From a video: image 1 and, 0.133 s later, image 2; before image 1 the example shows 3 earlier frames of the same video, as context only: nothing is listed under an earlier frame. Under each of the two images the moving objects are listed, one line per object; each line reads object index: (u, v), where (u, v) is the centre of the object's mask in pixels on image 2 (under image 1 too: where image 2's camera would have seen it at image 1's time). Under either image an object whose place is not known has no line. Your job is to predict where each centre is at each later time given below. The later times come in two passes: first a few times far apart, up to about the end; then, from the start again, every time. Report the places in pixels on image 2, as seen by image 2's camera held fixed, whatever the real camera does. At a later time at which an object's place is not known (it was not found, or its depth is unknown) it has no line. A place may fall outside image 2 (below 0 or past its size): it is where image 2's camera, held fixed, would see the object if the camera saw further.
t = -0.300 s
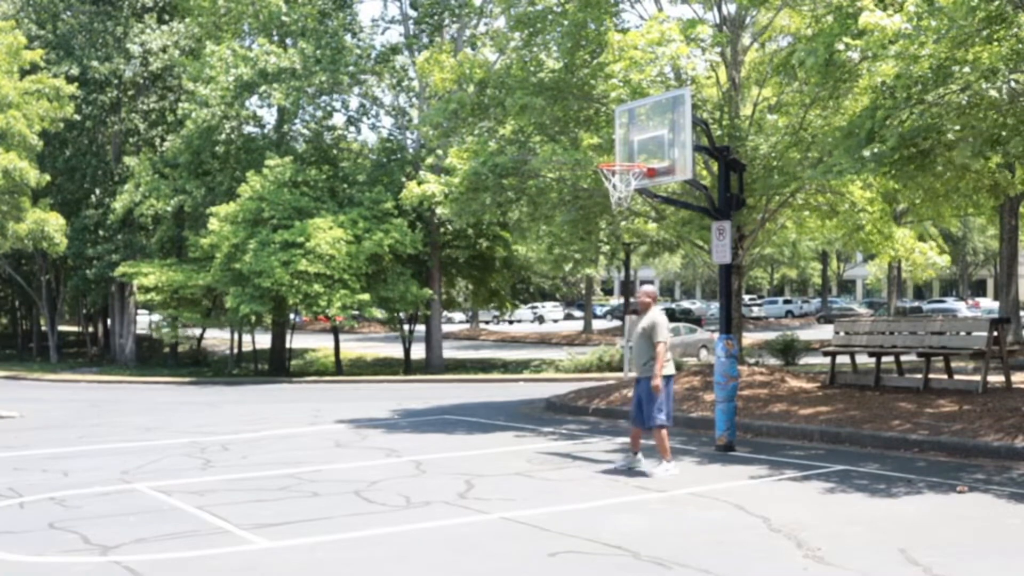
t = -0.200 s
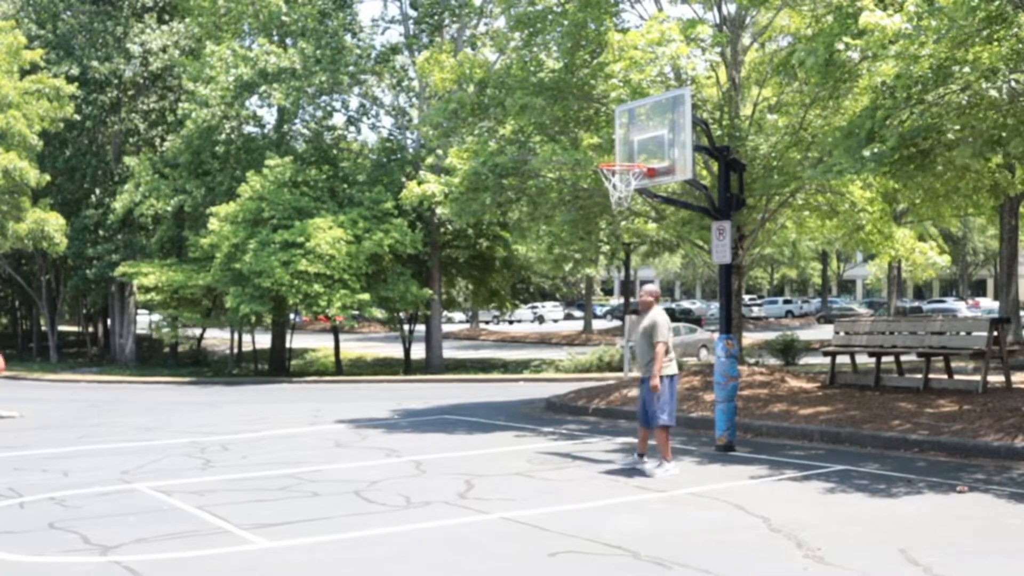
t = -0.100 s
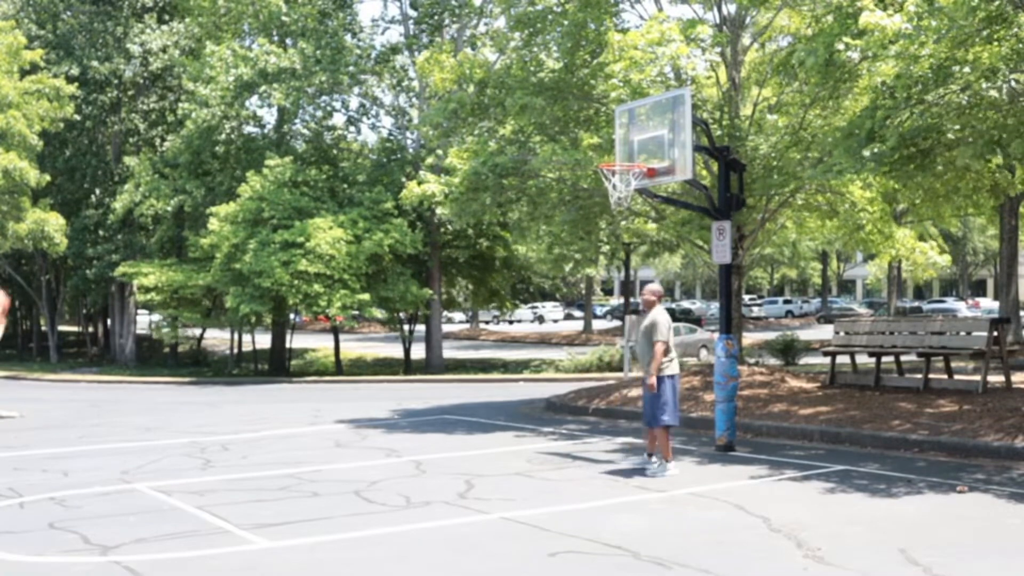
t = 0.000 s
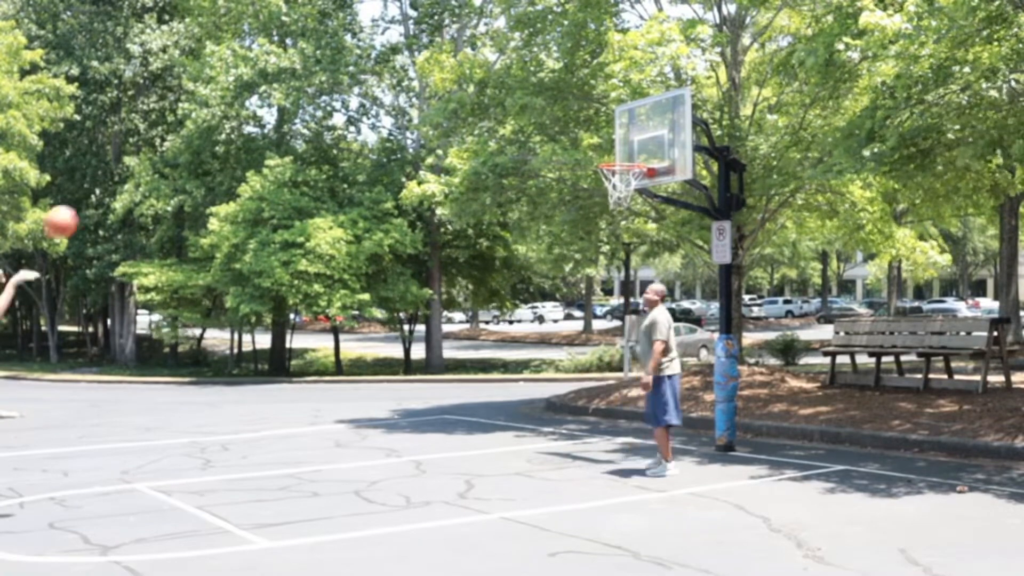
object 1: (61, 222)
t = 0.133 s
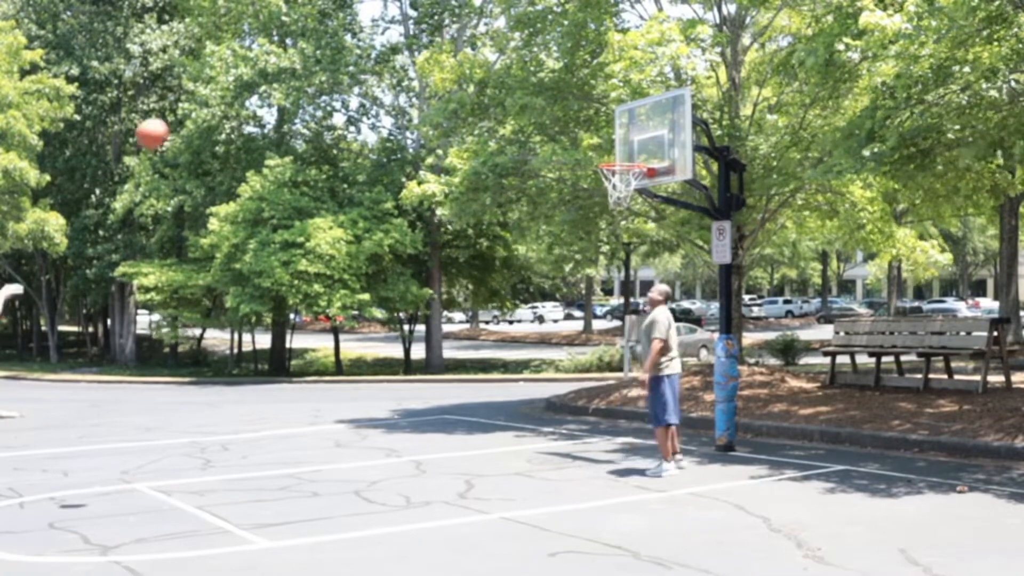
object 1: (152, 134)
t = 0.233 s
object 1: (216, 87)
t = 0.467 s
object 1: (345, 26)
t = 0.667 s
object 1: (440, 25)
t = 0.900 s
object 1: (538, 73)
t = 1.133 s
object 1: (621, 158)
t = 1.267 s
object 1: (605, 197)
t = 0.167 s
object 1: (172, 115)
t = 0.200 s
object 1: (194, 99)
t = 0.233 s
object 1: (216, 87)
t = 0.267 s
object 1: (235, 72)
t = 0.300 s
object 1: (254, 62)
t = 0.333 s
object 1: (274, 51)
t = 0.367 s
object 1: (293, 43)
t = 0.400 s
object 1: (310, 36)
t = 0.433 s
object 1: (328, 30)
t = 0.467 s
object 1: (345, 26)
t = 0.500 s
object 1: (361, 24)
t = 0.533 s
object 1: (379, 22)
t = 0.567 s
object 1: (395, 21)
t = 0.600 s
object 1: (411, 21)
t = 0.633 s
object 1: (428, 24)
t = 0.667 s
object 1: (440, 25)
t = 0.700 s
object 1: (455, 29)
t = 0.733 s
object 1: (471, 34)
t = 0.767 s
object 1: (485, 40)
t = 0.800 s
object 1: (498, 47)
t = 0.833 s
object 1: (512, 55)
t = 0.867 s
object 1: (525, 63)
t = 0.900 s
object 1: (538, 73)
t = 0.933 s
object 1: (551, 84)
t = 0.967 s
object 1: (563, 95)
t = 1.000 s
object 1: (576, 107)
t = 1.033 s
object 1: (588, 120)
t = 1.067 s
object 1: (600, 134)
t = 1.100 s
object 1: (611, 149)
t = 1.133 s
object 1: (621, 158)
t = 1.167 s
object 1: (622, 172)
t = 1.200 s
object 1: (614, 178)
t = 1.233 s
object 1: (606, 187)
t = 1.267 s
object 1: (605, 197)
